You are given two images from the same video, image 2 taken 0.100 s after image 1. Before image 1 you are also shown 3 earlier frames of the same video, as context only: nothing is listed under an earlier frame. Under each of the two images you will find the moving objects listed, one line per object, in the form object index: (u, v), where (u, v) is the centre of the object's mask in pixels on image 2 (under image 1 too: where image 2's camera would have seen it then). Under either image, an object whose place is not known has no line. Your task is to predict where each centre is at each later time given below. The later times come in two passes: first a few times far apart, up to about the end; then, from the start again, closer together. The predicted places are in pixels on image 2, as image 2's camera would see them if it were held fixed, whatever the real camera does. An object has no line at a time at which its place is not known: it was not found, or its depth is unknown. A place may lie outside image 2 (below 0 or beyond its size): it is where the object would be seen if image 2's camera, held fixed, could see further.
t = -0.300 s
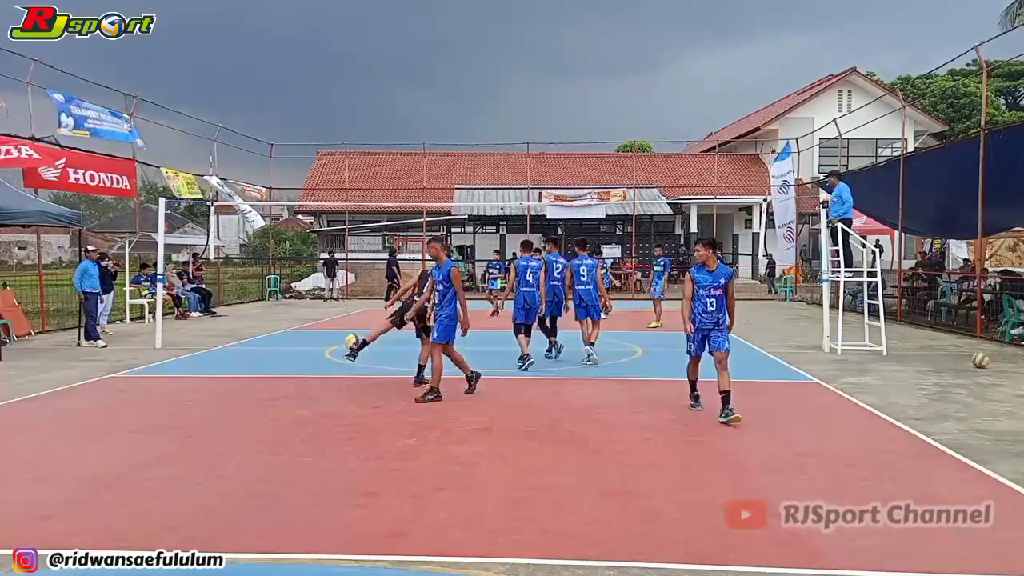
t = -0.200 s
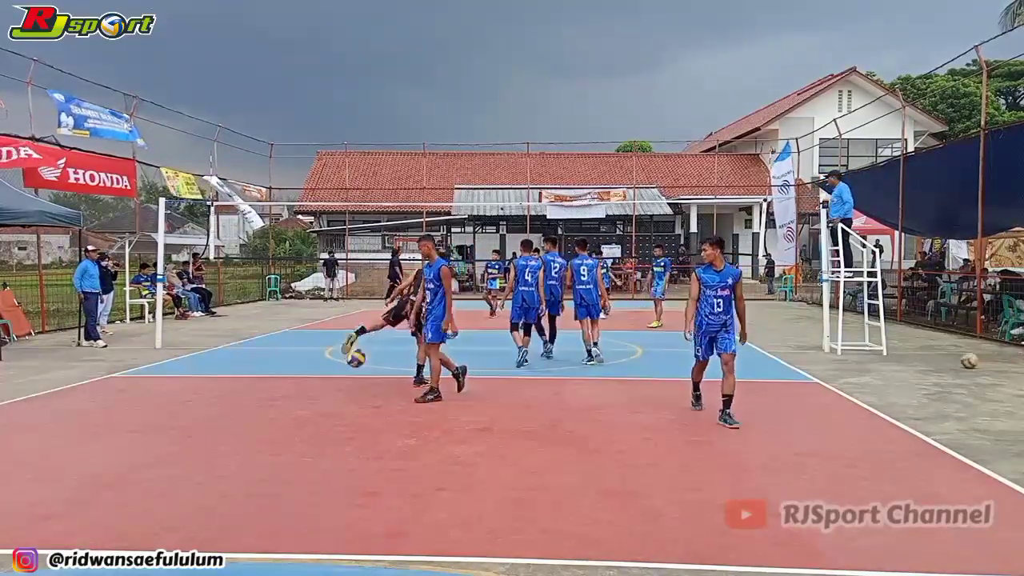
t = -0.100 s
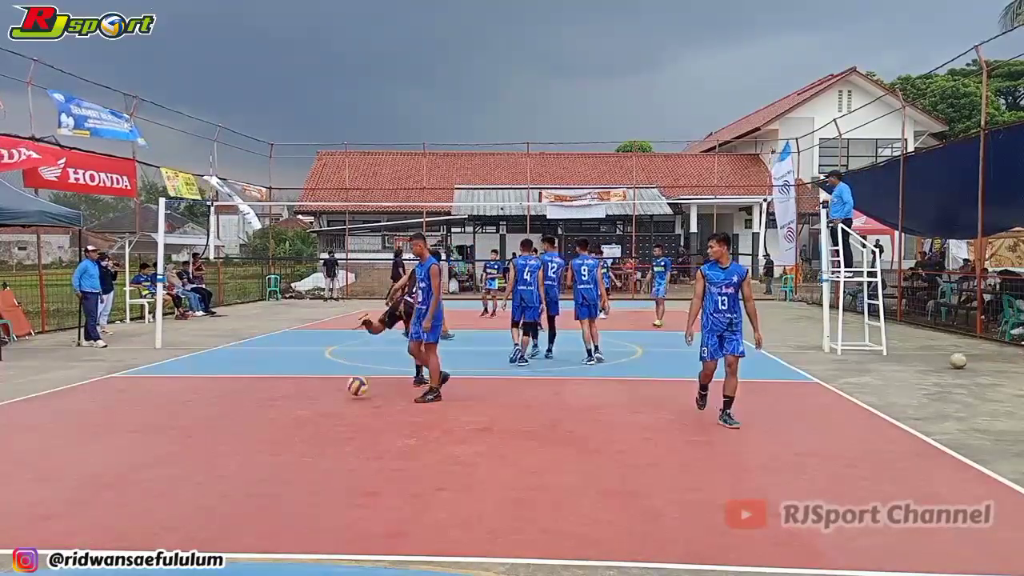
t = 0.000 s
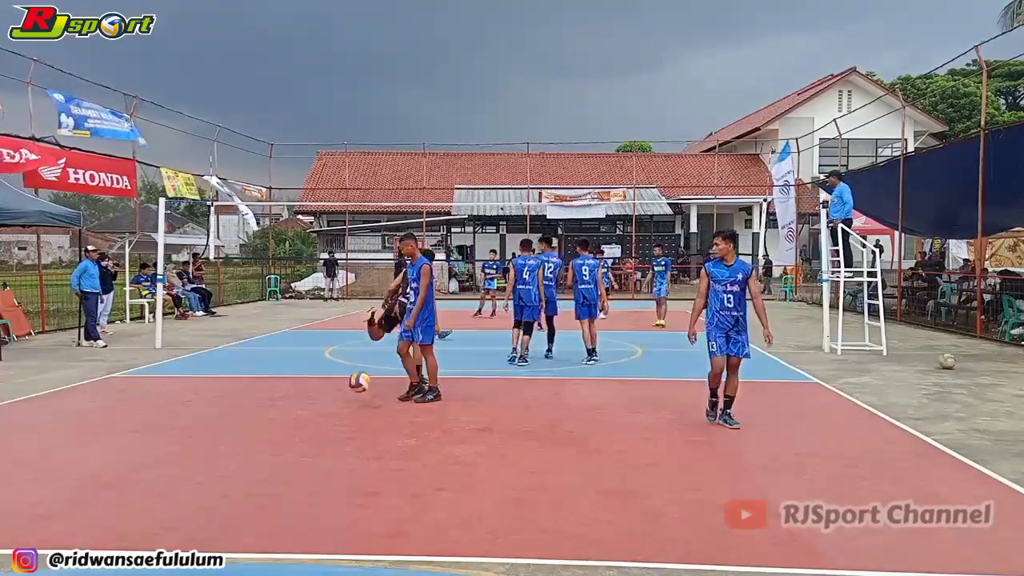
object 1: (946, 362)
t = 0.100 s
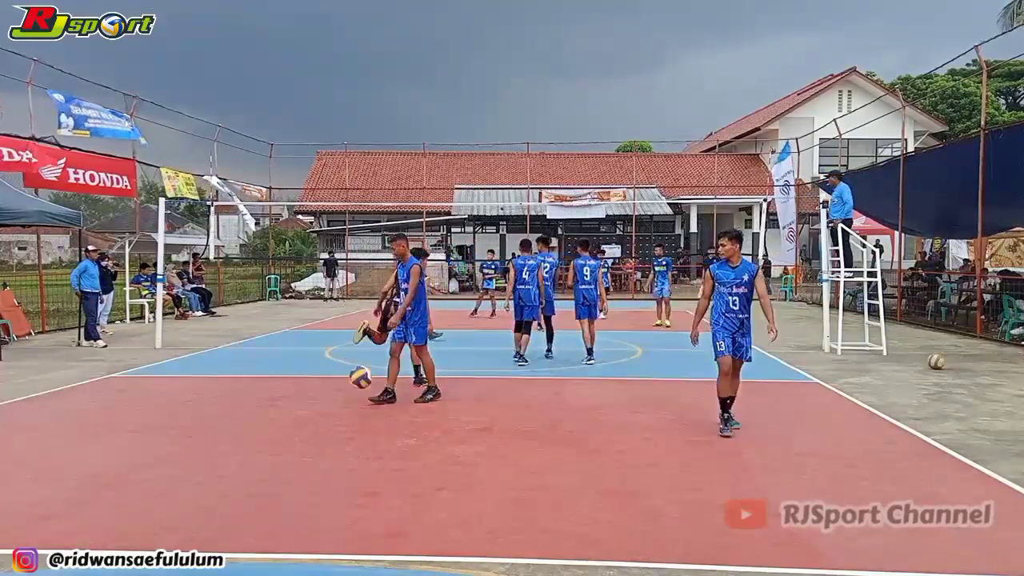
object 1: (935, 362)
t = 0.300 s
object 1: (913, 362)
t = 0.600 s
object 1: (881, 363)
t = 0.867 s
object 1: (852, 364)
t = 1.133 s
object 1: (832, 363)
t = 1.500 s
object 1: (785, 365)
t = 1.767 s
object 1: (764, 365)
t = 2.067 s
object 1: (735, 366)
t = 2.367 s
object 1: (706, 367)
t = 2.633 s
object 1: (681, 367)
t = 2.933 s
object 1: (652, 368)
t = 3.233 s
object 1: (624, 369)
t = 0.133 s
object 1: (932, 362)
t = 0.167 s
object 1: (928, 362)
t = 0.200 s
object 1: (924, 362)
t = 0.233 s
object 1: (921, 362)
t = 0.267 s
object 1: (917, 362)
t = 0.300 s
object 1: (913, 362)
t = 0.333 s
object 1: (909, 362)
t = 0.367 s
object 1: (906, 362)
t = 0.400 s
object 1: (903, 362)
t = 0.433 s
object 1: (899, 362)
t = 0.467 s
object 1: (896, 362)
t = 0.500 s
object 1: (892, 363)
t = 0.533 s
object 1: (888, 363)
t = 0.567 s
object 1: (885, 363)
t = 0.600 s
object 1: (881, 363)
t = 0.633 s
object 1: (878, 363)
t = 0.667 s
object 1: (874, 363)
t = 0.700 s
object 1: (870, 363)
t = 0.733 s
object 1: (866, 363)
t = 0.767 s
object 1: (863, 364)
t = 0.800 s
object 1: (860, 365)
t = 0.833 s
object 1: (856, 364)
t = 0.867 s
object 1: (852, 364)
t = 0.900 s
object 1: (849, 364)
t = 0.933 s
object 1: (846, 364)
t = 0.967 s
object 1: (842, 364)
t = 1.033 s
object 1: (839, 364)
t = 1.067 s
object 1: (839, 363)
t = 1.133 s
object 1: (832, 363)
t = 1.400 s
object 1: (796, 364)
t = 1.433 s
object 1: (796, 365)
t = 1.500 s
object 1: (785, 365)
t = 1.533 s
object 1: (787, 365)
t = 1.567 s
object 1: (784, 365)
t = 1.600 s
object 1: (781, 365)
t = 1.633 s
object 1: (778, 365)
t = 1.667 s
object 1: (774, 365)
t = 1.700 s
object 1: (770, 365)
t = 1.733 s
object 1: (767, 365)
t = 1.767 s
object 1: (764, 365)
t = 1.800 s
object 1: (761, 365)
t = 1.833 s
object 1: (758, 366)
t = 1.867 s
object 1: (754, 366)
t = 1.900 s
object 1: (751, 366)
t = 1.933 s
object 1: (747, 366)
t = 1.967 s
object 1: (744, 366)
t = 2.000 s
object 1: (741, 366)
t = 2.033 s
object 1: (738, 366)
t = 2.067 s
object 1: (735, 366)
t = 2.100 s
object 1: (732, 366)
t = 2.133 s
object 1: (729, 366)
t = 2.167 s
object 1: (725, 366)
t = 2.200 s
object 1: (722, 367)
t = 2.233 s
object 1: (719, 366)
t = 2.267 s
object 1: (717, 367)
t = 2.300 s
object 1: (713, 366)
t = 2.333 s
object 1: (709, 367)
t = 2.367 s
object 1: (706, 367)
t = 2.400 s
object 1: (703, 367)
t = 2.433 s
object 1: (700, 367)
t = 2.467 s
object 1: (697, 367)
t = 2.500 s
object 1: (693, 367)
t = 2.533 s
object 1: (690, 367)
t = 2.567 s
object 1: (687, 367)
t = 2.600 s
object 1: (684, 367)
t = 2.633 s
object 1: (681, 367)
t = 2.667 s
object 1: (678, 367)
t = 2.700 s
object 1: (674, 367)
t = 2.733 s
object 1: (671, 368)
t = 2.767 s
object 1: (668, 368)
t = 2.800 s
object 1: (665, 368)
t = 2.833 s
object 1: (661, 368)
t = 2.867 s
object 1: (658, 368)
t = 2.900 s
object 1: (655, 368)
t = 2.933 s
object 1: (652, 368)
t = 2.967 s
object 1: (649, 368)
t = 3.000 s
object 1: (646, 368)
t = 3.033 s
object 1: (643, 368)
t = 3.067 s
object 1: (640, 368)
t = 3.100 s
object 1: (636, 368)
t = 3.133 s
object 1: (634, 368)
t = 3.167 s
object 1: (631, 368)
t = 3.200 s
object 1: (627, 368)
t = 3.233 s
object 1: (624, 369)
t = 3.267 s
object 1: (621, 369)
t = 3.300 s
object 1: (618, 368)
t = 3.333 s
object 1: (615, 368)
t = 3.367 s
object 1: (612, 368)
